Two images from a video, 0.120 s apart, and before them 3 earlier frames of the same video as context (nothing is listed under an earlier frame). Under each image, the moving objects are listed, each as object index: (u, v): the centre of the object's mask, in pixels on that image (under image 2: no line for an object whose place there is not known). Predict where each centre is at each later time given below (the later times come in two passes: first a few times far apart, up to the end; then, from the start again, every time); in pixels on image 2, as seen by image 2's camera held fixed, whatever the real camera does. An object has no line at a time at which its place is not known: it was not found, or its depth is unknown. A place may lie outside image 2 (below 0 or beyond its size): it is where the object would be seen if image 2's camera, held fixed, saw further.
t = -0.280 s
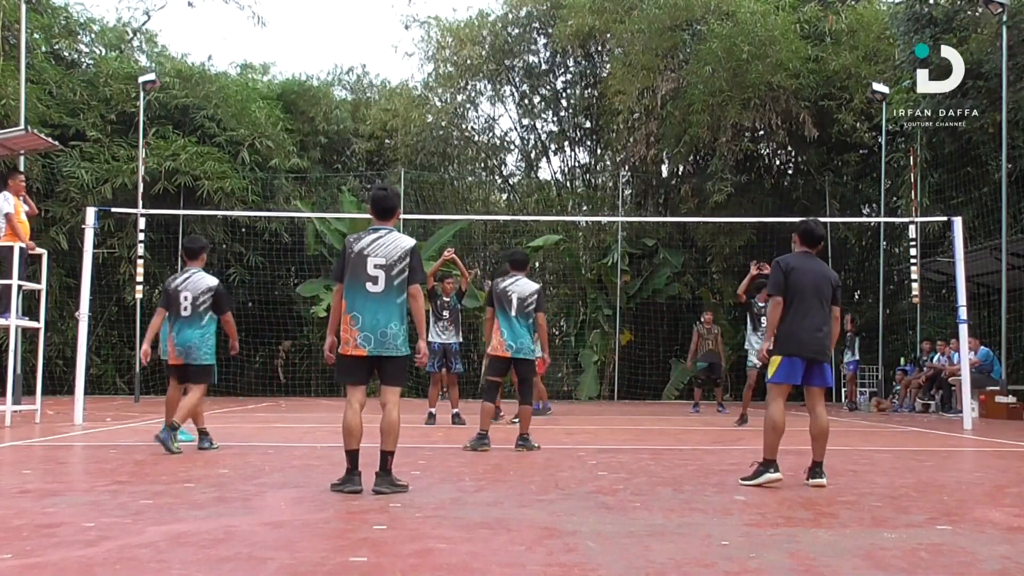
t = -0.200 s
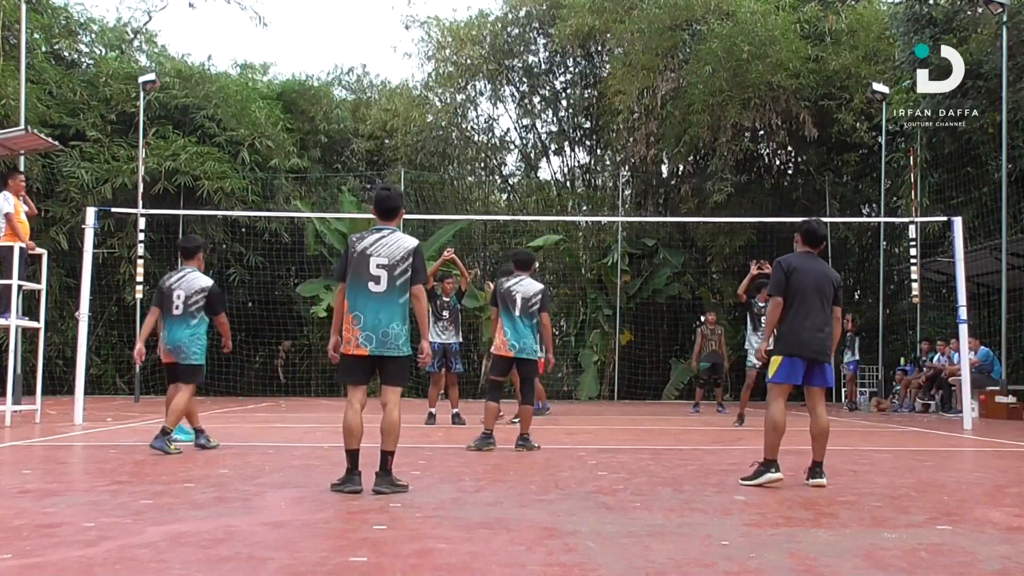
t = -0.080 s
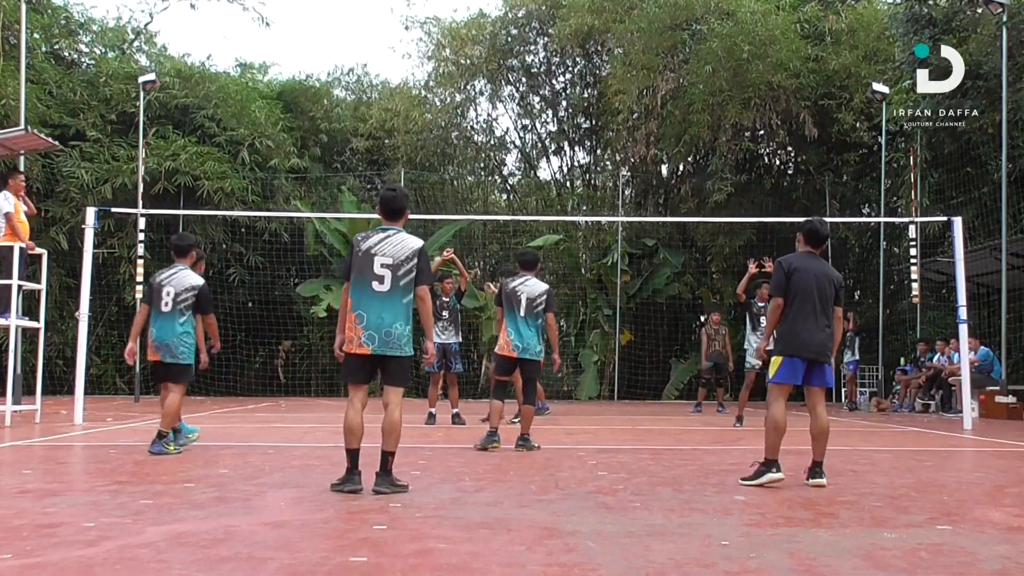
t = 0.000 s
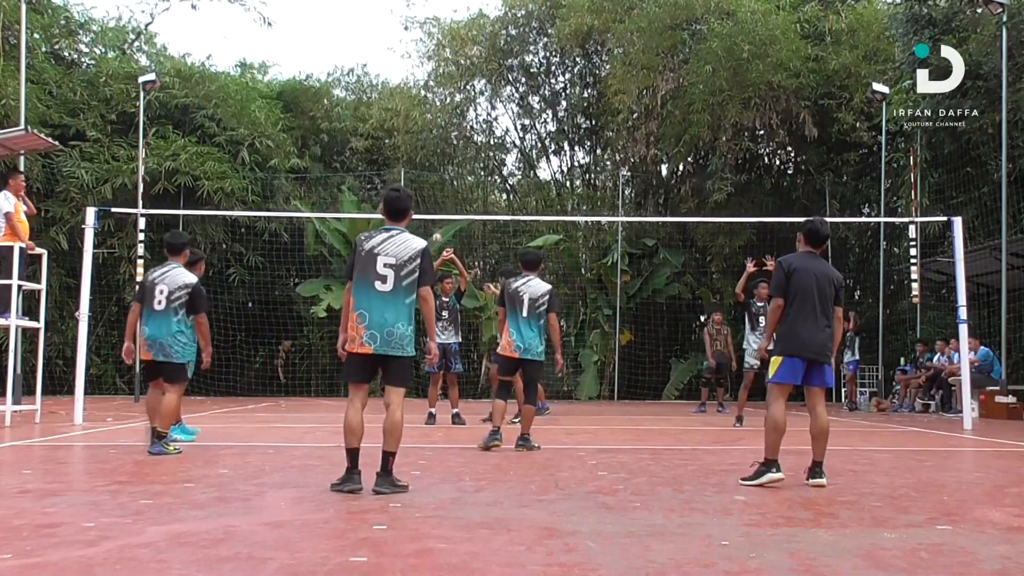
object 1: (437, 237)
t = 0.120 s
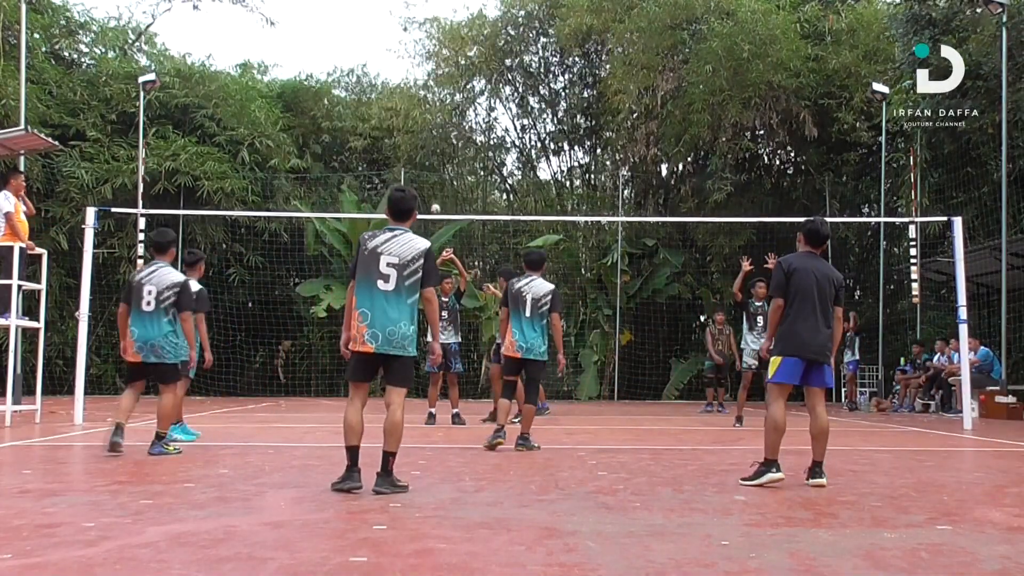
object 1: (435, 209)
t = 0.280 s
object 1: (433, 180)
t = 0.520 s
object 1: (430, 158)
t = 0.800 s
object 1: (425, 164)
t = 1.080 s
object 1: (420, 207)
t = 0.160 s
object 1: (435, 200)
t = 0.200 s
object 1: (434, 192)
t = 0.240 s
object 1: (434, 186)
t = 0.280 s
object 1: (433, 180)
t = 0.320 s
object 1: (433, 175)
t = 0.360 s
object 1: (432, 169)
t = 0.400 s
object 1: (431, 165)
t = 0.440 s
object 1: (431, 162)
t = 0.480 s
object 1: (430, 160)
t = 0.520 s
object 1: (430, 158)
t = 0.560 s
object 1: (429, 157)
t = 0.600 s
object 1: (429, 157)
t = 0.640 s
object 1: (428, 157)
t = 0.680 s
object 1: (427, 157)
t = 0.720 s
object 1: (427, 159)
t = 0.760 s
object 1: (426, 161)
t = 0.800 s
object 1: (425, 164)
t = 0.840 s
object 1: (424, 167)
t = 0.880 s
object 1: (424, 173)
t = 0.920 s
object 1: (423, 177)
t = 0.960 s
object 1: (422, 184)
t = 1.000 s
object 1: (421, 191)
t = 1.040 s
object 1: (421, 198)
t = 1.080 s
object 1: (420, 207)
